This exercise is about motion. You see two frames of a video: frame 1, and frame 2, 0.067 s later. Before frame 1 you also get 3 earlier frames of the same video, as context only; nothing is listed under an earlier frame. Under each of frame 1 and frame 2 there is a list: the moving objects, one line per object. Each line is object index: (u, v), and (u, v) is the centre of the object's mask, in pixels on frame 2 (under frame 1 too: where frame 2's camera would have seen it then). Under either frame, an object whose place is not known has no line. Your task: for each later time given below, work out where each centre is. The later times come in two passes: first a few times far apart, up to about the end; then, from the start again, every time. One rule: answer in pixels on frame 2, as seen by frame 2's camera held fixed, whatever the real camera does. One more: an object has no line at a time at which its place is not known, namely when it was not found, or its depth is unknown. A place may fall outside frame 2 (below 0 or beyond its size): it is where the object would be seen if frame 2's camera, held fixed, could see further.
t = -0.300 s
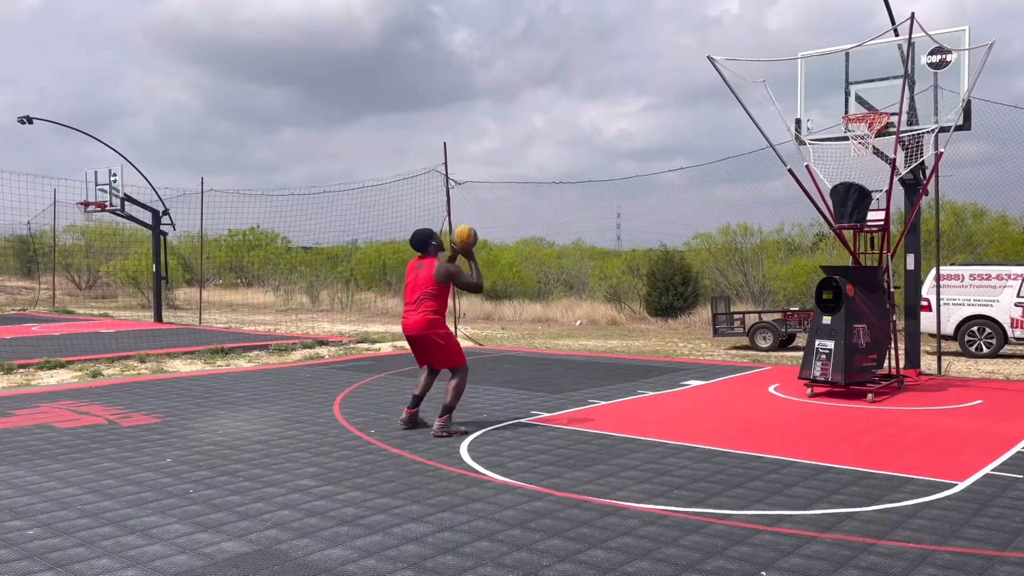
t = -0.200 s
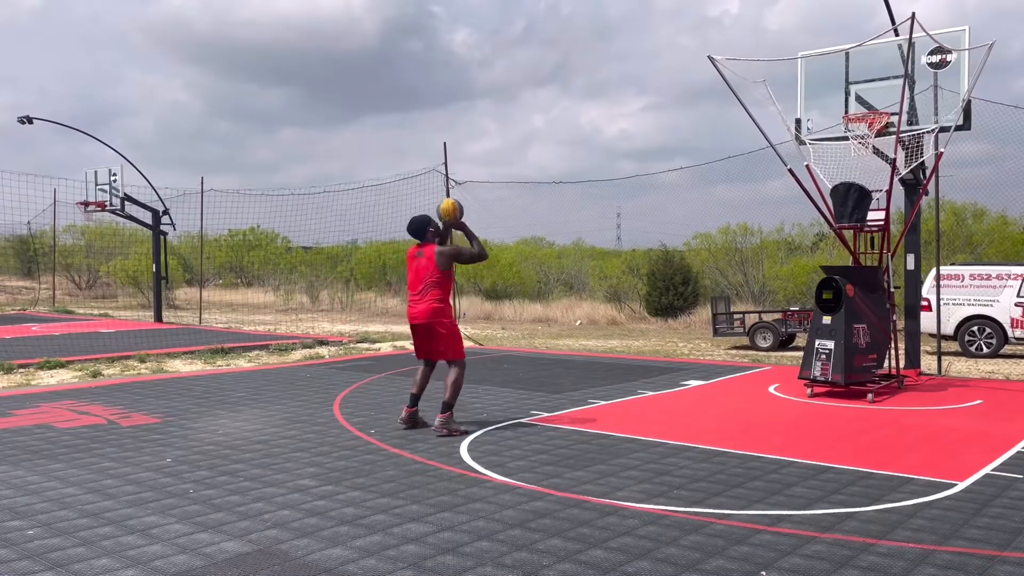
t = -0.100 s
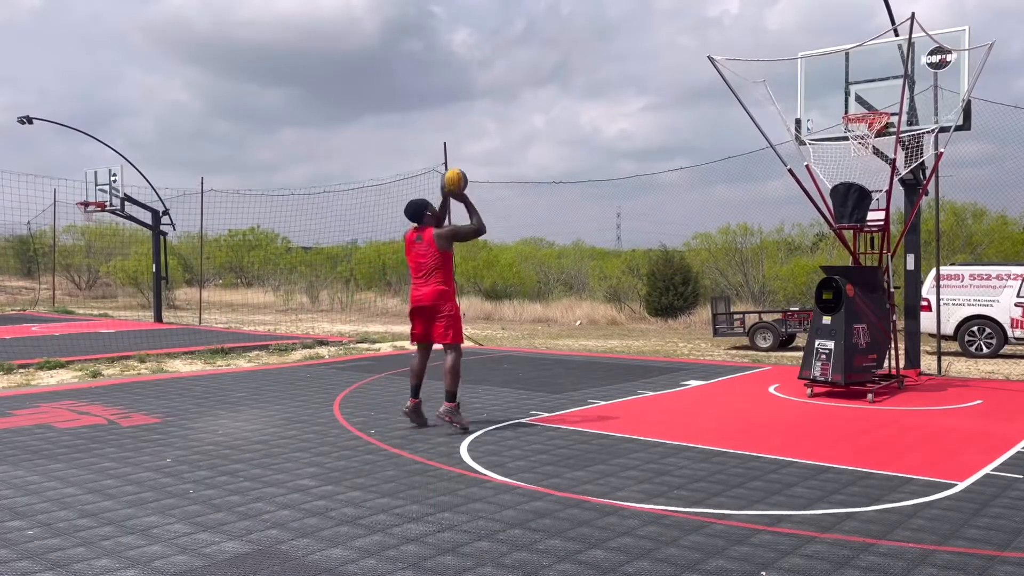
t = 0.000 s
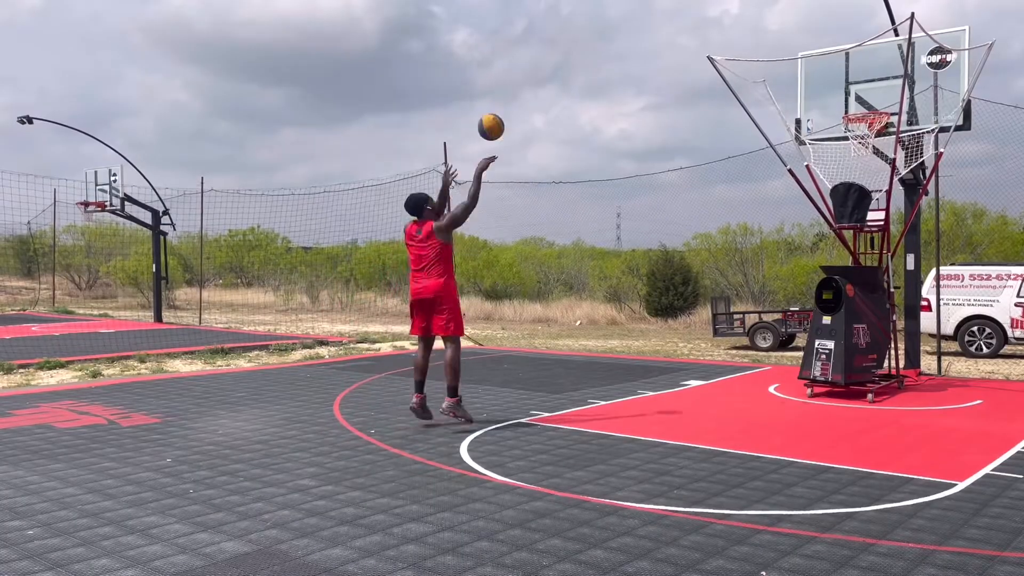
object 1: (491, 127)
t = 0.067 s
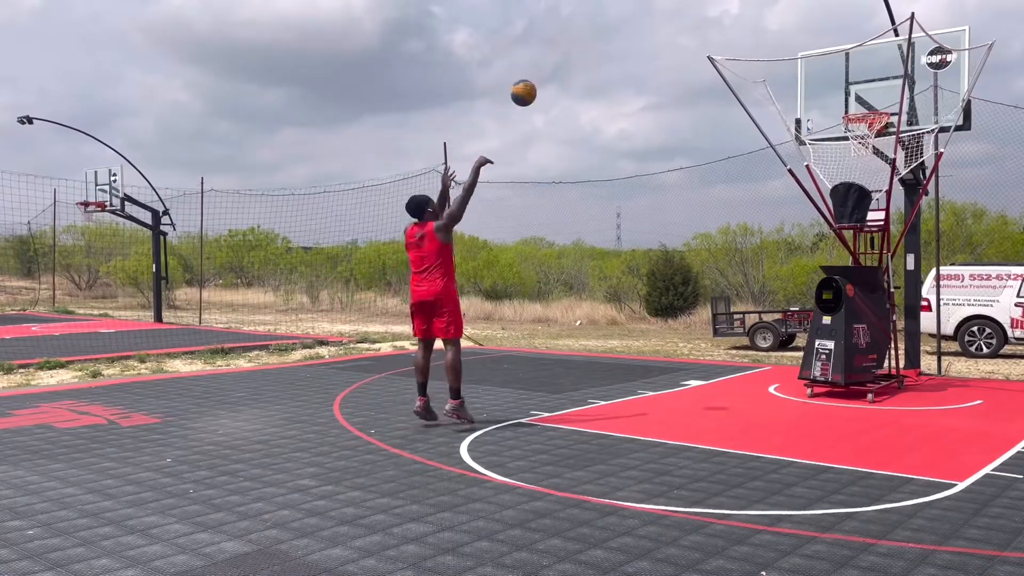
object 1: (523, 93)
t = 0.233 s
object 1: (600, 33)
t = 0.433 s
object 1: (681, 7)
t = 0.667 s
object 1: (765, 24)
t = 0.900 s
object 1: (838, 90)
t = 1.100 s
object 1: (870, 98)
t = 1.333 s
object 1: (880, 105)
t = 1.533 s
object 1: (859, 112)
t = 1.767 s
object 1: (857, 145)
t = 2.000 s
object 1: (870, 179)
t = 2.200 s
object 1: (871, 187)
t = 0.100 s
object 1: (539, 78)
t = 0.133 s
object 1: (555, 64)
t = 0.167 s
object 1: (570, 52)
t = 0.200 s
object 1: (585, 42)
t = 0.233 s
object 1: (600, 33)
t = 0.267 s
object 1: (614, 25)
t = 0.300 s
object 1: (628, 18)
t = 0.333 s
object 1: (642, 13)
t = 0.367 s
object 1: (655, 10)
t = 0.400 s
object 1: (669, 8)
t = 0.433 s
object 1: (681, 7)
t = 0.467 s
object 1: (694, 7)
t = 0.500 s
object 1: (706, 7)
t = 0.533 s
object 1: (719, 8)
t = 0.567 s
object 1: (731, 10)
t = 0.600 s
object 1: (743, 13)
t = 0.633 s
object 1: (754, 18)
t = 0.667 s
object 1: (765, 24)
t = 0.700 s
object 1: (776, 31)
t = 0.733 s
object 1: (787, 38)
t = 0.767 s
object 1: (798, 47)
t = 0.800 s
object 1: (809, 57)
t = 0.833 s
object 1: (819, 67)
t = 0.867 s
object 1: (829, 78)
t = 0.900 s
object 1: (838, 90)
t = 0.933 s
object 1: (847, 103)
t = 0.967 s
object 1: (852, 103)
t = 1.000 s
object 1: (856, 100)
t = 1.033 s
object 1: (862, 99)
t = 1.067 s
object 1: (865, 98)
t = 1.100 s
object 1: (870, 98)
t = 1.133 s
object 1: (874, 100)
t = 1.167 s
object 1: (878, 102)
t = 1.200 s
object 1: (881, 103)
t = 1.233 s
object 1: (881, 103)
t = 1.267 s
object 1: (880, 103)
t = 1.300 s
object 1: (880, 103)
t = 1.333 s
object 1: (880, 105)
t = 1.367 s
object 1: (878, 106)
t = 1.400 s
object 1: (875, 107)
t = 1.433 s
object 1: (871, 108)
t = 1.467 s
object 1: (869, 109)
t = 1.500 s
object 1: (862, 110)
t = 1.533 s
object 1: (859, 112)
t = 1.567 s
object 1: (857, 114)
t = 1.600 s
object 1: (855, 126)
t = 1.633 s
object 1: (856, 132)
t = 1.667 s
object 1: (855, 135)
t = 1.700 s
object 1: (860, 139)
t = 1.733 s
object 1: (855, 141)
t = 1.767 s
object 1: (857, 145)
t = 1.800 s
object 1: (858, 149)
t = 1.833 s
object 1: (860, 151)
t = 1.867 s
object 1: (862, 156)
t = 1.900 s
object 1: (864, 162)
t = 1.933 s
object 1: (866, 169)
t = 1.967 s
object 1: (868, 175)
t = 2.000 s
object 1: (870, 179)
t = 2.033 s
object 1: (872, 182)
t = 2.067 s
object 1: (873, 184)
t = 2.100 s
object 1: (873, 185)
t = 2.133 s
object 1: (873, 186)
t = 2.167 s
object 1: (872, 186)
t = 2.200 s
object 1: (871, 187)
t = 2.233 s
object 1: (871, 188)
